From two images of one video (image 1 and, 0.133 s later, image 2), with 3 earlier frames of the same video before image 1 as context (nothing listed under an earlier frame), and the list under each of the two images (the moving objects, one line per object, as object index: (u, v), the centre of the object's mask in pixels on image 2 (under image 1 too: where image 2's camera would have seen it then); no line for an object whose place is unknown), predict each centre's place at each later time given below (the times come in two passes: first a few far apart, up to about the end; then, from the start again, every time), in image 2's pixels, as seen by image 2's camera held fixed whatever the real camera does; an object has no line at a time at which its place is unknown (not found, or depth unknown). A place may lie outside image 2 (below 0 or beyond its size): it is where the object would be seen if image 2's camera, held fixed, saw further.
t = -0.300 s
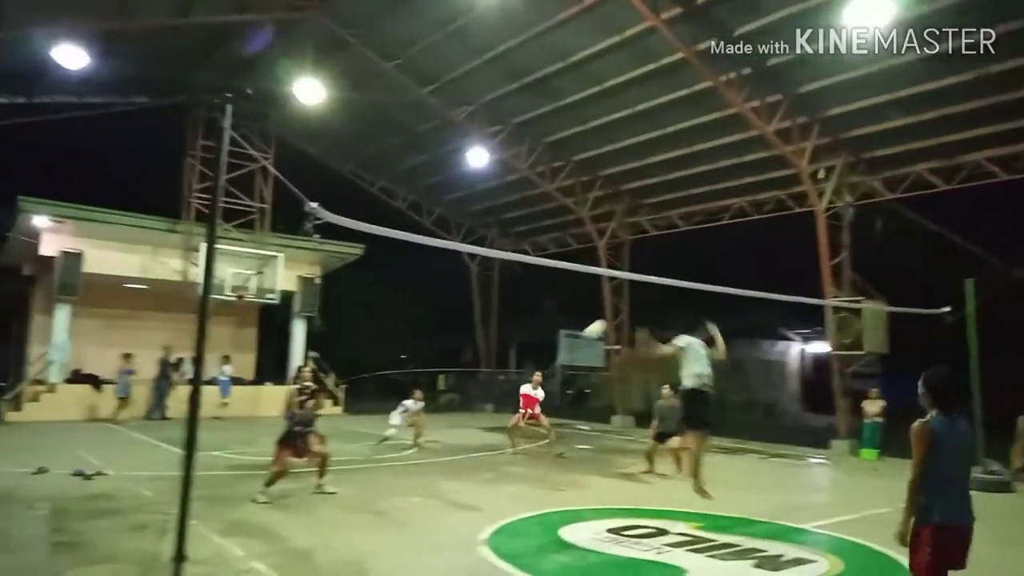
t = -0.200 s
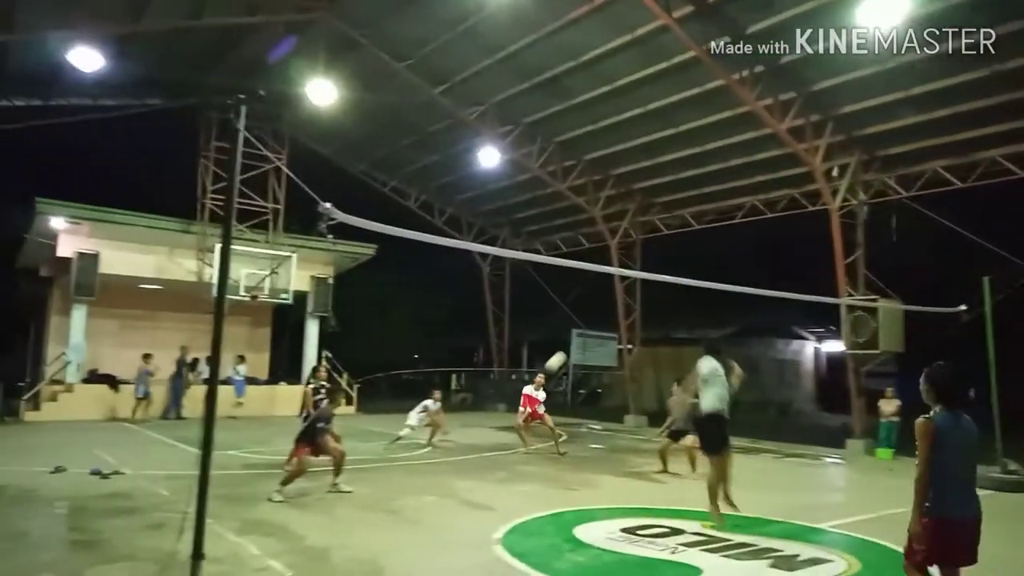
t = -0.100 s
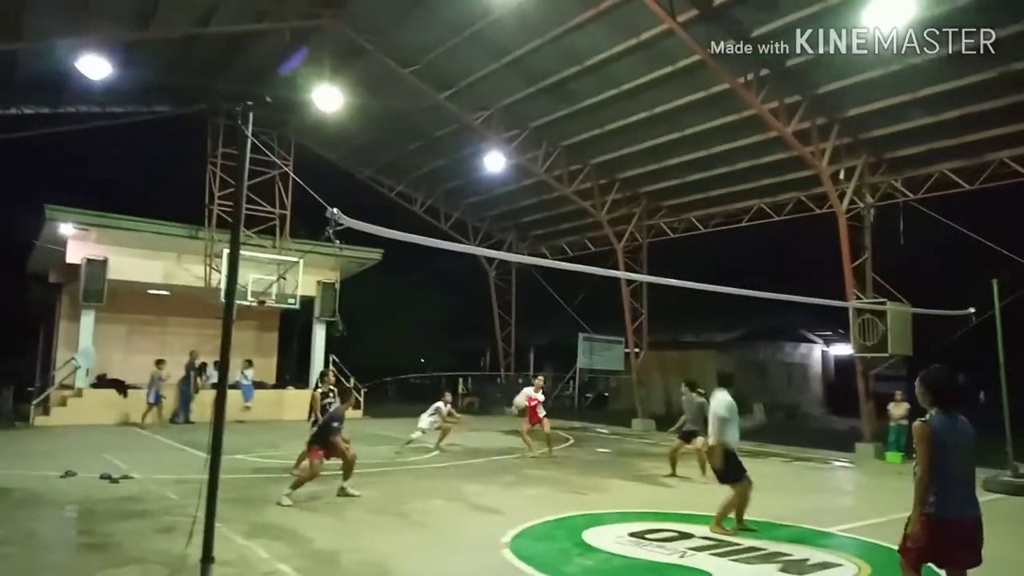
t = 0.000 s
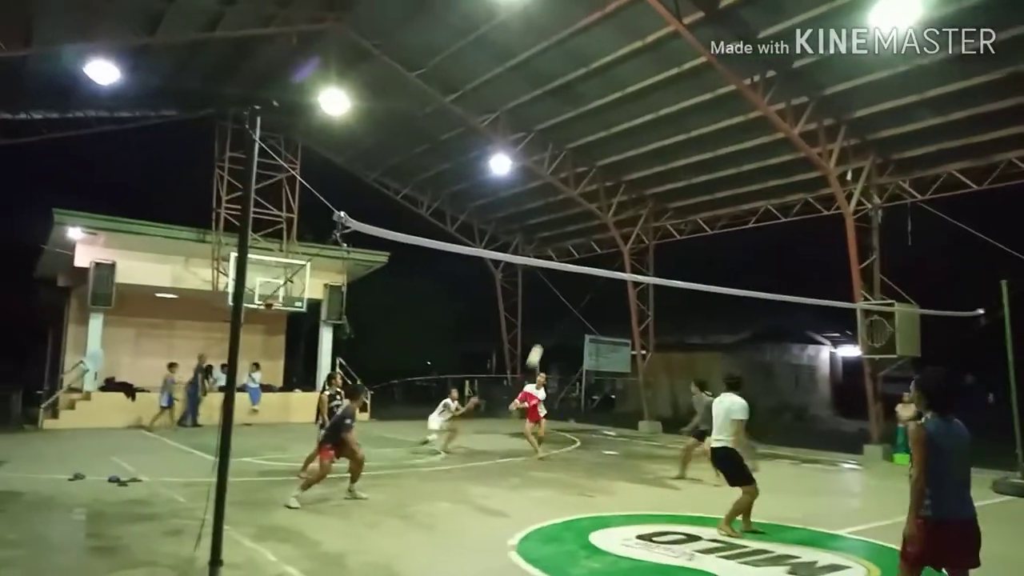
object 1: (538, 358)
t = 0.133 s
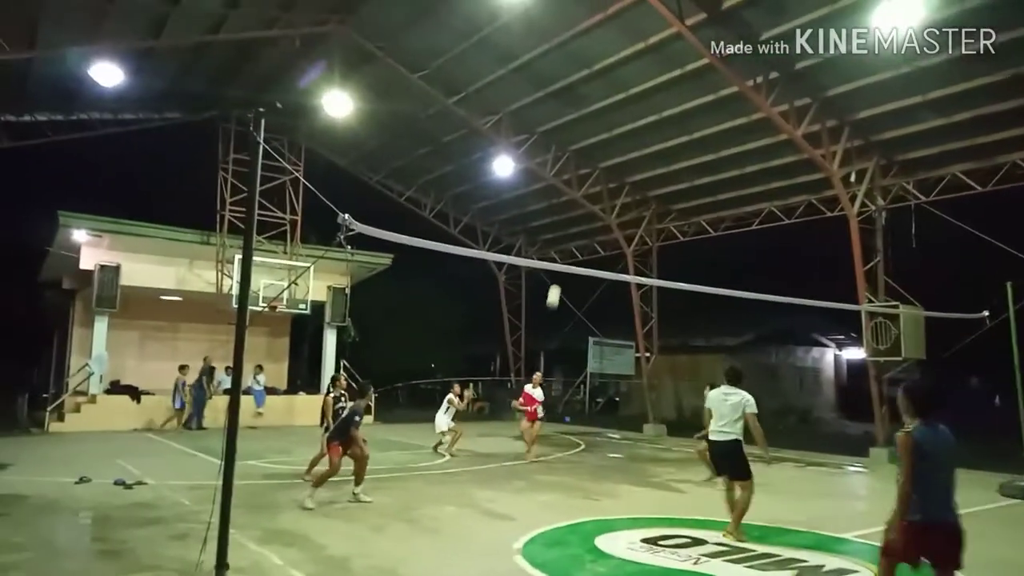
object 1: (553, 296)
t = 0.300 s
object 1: (572, 235)
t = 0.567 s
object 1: (604, 168)
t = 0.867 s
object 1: (644, 141)
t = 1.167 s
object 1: (686, 169)
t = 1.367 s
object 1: (715, 222)
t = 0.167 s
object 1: (557, 283)
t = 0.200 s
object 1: (561, 271)
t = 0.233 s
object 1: (565, 256)
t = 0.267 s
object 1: (568, 246)
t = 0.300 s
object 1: (572, 235)
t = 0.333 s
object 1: (576, 224)
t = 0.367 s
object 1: (580, 215)
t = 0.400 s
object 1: (584, 205)
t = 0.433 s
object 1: (588, 197)
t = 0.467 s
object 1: (592, 188)
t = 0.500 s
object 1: (596, 181)
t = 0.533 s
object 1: (600, 174)
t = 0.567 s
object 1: (604, 168)
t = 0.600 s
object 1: (609, 162)
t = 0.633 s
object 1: (614, 157)
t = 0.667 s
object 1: (617, 153)
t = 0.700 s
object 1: (621, 149)
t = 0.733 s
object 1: (626, 147)
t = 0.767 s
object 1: (631, 144)
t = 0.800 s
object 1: (635, 143)
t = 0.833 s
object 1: (640, 141)
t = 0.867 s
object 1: (644, 141)
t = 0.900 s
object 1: (649, 141)
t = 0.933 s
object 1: (653, 142)
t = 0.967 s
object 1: (657, 144)
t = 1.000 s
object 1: (662, 146)
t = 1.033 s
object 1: (667, 150)
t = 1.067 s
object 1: (672, 154)
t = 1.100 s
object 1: (677, 158)
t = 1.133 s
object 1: (681, 163)
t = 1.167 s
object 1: (686, 169)
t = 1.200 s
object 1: (691, 176)
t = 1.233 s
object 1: (696, 184)
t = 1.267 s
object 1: (700, 192)
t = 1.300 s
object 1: (706, 202)
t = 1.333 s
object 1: (711, 212)
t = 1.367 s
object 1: (715, 222)
